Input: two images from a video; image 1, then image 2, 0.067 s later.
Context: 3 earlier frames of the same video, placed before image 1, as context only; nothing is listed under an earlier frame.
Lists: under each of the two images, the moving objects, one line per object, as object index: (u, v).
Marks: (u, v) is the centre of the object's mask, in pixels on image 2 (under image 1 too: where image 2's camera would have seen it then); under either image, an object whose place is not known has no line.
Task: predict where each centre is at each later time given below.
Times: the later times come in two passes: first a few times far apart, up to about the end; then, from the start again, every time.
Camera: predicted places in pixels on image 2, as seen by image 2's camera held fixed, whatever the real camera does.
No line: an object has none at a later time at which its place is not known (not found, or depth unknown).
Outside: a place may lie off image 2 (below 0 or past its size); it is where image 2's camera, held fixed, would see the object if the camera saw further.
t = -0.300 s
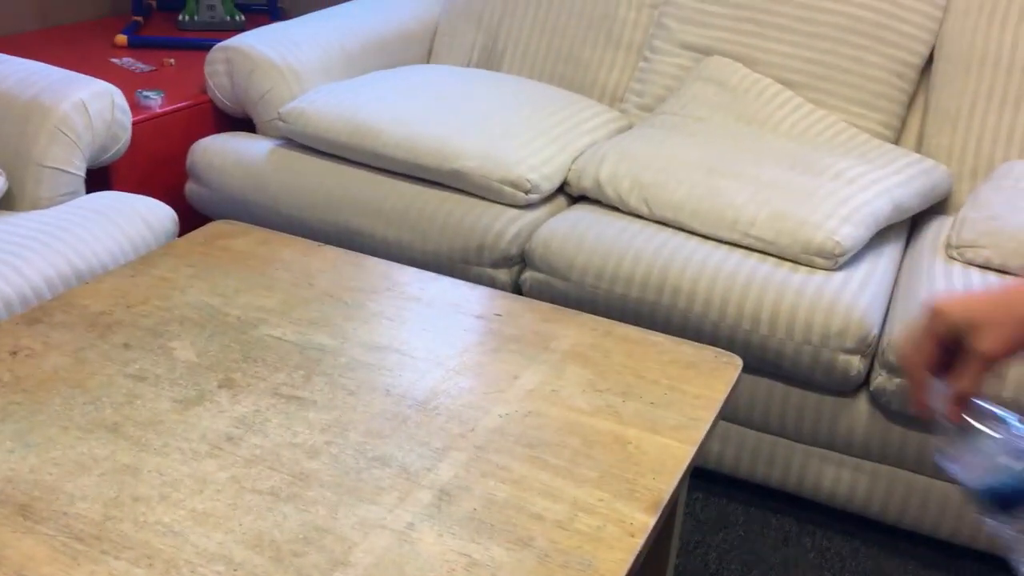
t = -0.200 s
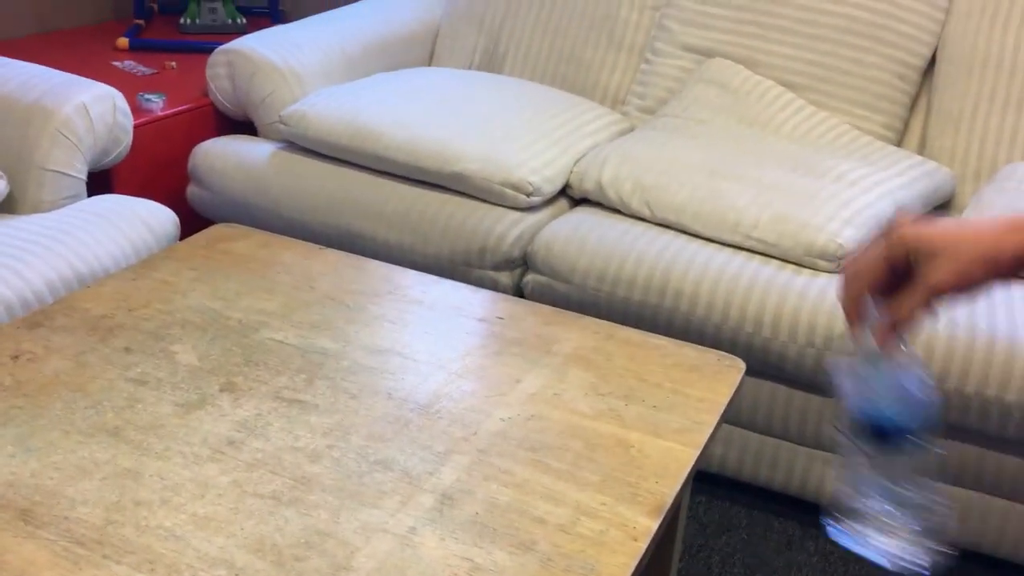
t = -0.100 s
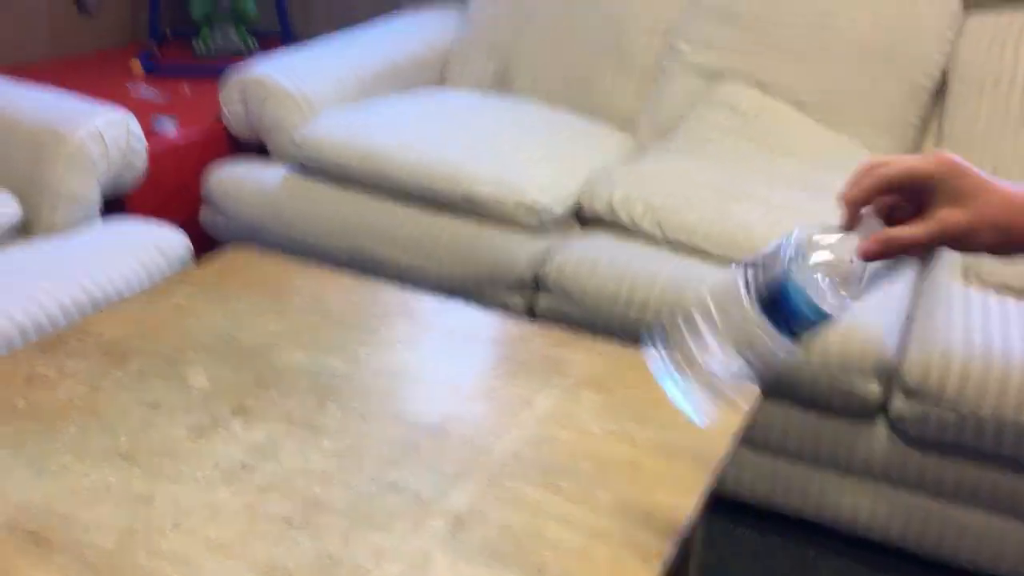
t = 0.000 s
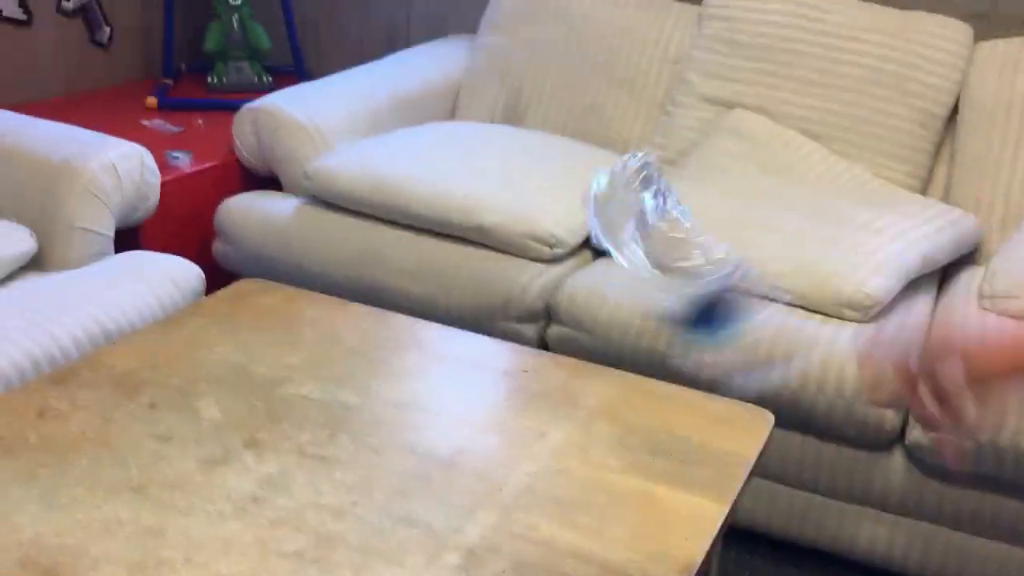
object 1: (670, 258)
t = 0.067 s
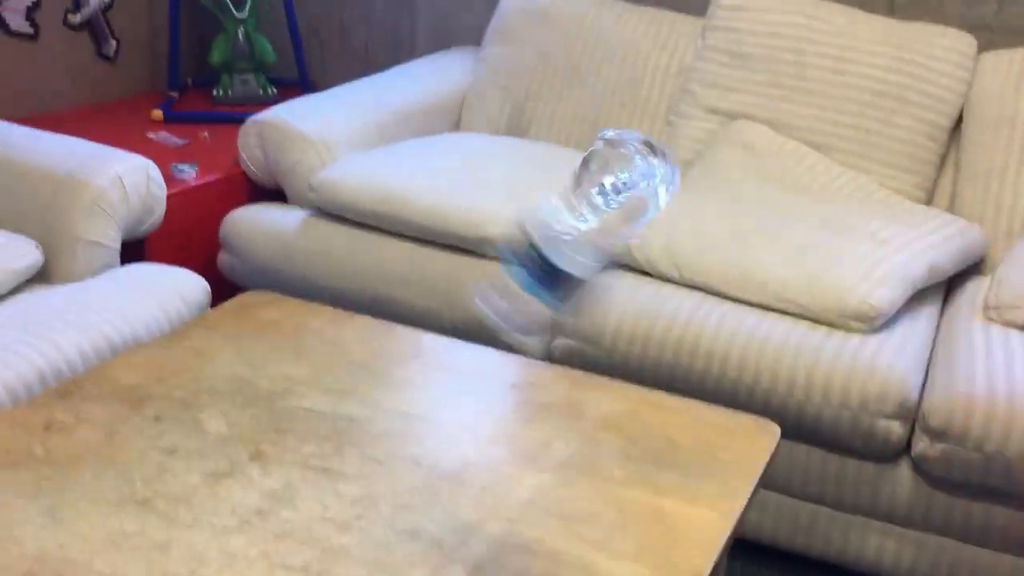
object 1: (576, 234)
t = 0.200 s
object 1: (522, 234)
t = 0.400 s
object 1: (467, 415)
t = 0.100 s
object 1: (565, 196)
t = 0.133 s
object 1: (534, 186)
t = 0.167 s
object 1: (526, 196)
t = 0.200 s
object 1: (522, 234)
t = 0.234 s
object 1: (514, 282)
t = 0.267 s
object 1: (503, 341)
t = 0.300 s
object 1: (489, 411)
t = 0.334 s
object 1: (480, 418)
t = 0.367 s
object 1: (470, 417)
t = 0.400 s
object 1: (467, 415)
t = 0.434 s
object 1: (464, 415)
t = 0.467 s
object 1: (465, 416)
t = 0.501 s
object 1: (465, 416)
